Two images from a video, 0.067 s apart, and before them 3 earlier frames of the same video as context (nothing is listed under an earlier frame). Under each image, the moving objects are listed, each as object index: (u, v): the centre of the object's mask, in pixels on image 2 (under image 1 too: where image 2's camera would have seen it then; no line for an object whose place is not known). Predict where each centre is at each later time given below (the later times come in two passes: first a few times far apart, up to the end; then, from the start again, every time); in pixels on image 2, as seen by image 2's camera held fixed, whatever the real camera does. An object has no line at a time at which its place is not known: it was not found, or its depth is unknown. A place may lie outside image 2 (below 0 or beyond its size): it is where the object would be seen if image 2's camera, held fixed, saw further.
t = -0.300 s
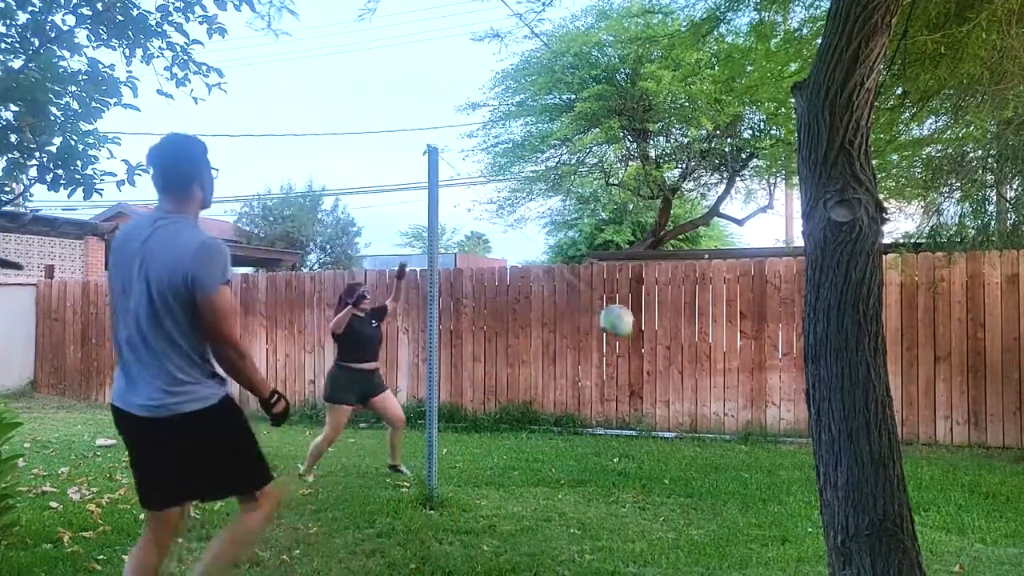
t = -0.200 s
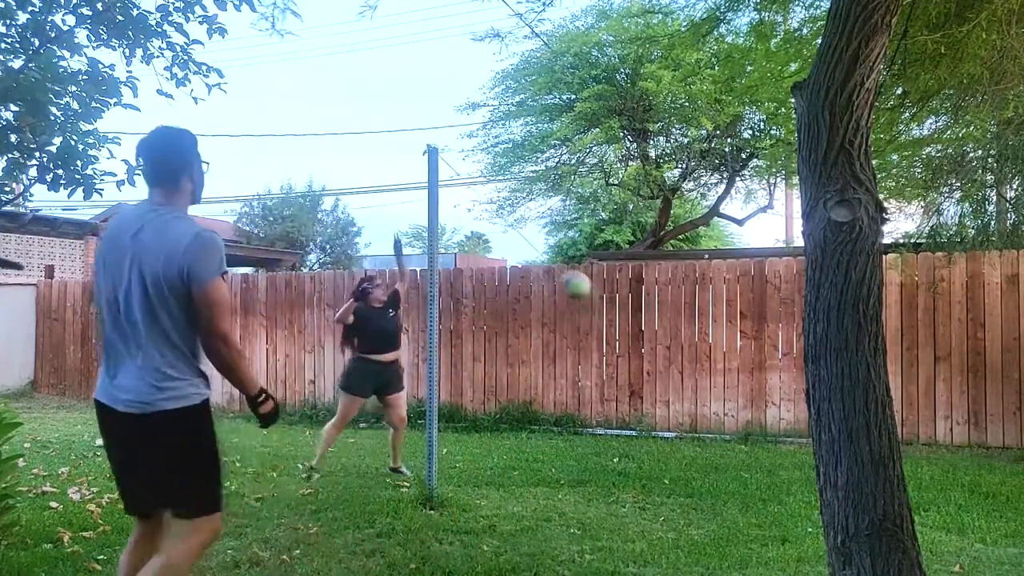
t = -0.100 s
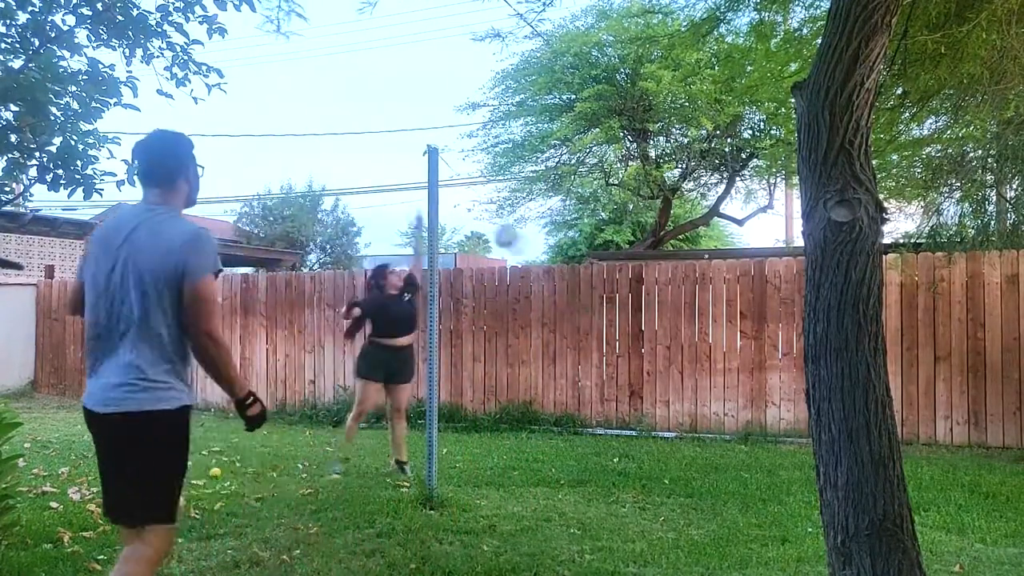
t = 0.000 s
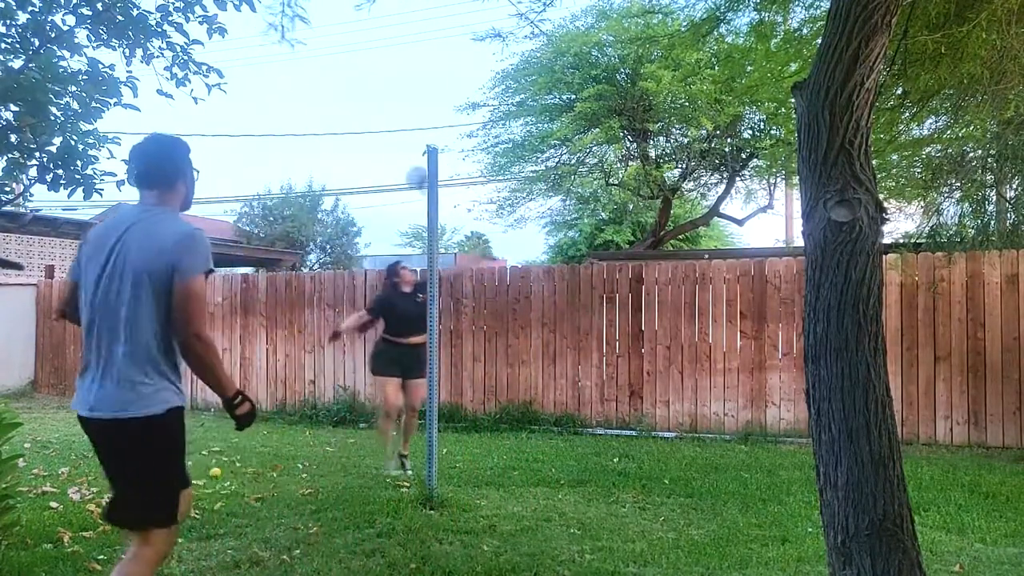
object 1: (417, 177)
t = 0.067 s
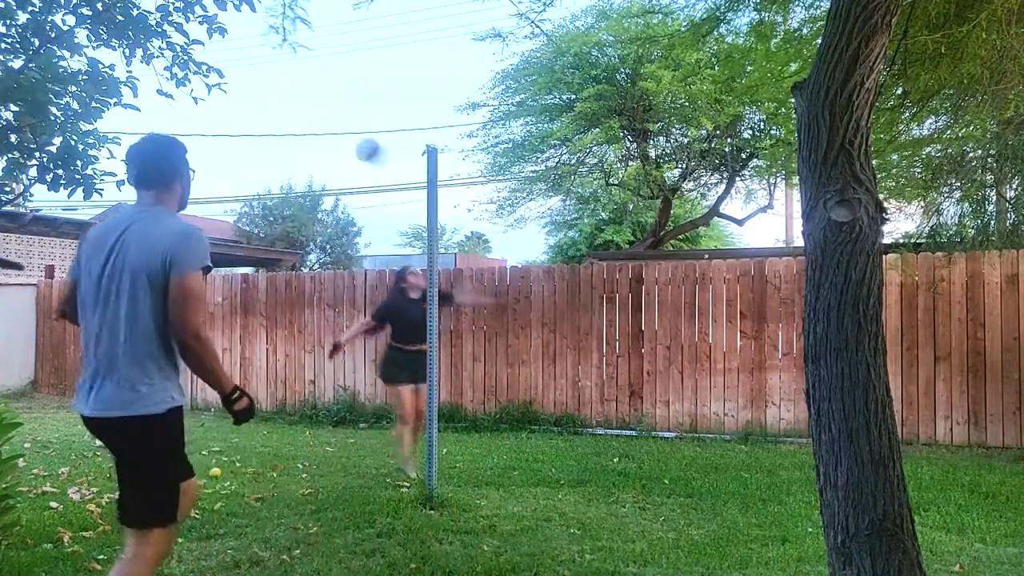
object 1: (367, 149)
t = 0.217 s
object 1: (268, 105)
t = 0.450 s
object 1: (182, 116)
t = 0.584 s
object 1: (250, 198)
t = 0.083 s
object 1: (355, 144)
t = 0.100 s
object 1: (344, 137)
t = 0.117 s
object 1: (333, 132)
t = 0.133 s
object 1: (320, 126)
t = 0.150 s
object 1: (310, 121)
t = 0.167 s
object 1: (300, 117)
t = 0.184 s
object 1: (288, 113)
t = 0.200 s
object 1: (279, 109)
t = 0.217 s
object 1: (268, 105)
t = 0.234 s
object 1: (258, 102)
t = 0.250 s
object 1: (248, 99)
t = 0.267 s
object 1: (239, 98)
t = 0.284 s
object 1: (229, 95)
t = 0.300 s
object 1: (222, 94)
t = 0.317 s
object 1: (214, 94)
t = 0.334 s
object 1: (207, 93)
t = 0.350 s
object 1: (201, 94)
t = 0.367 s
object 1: (195, 96)
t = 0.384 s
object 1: (190, 97)
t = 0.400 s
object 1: (186, 101)
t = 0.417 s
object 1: (184, 105)
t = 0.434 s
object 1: (182, 111)
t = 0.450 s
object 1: (182, 116)
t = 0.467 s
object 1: (184, 123)
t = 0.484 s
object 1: (188, 131)
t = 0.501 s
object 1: (193, 140)
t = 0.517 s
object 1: (202, 149)
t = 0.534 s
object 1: (213, 159)
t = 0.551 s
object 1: (223, 172)
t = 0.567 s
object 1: (234, 184)
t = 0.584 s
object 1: (250, 198)
